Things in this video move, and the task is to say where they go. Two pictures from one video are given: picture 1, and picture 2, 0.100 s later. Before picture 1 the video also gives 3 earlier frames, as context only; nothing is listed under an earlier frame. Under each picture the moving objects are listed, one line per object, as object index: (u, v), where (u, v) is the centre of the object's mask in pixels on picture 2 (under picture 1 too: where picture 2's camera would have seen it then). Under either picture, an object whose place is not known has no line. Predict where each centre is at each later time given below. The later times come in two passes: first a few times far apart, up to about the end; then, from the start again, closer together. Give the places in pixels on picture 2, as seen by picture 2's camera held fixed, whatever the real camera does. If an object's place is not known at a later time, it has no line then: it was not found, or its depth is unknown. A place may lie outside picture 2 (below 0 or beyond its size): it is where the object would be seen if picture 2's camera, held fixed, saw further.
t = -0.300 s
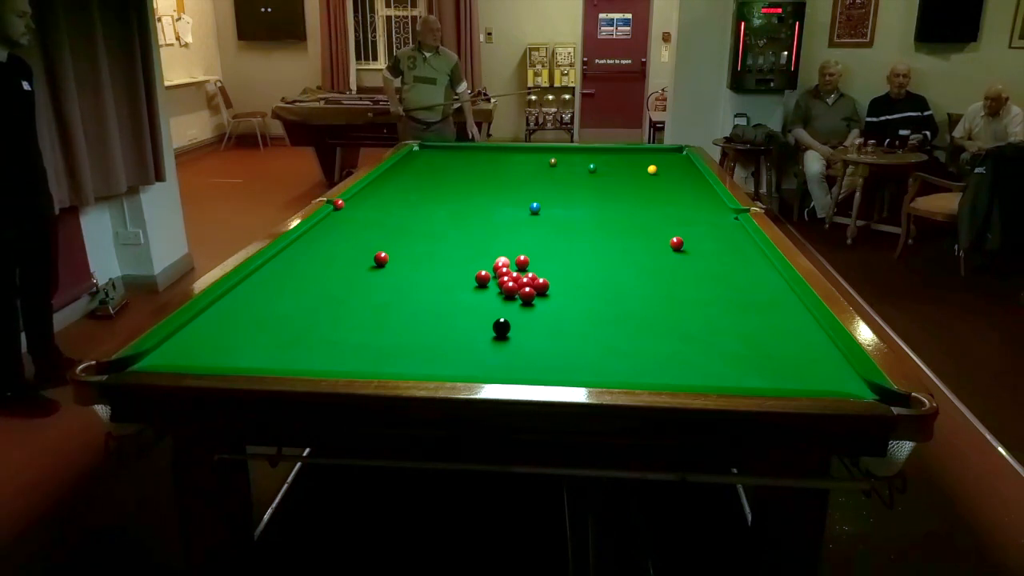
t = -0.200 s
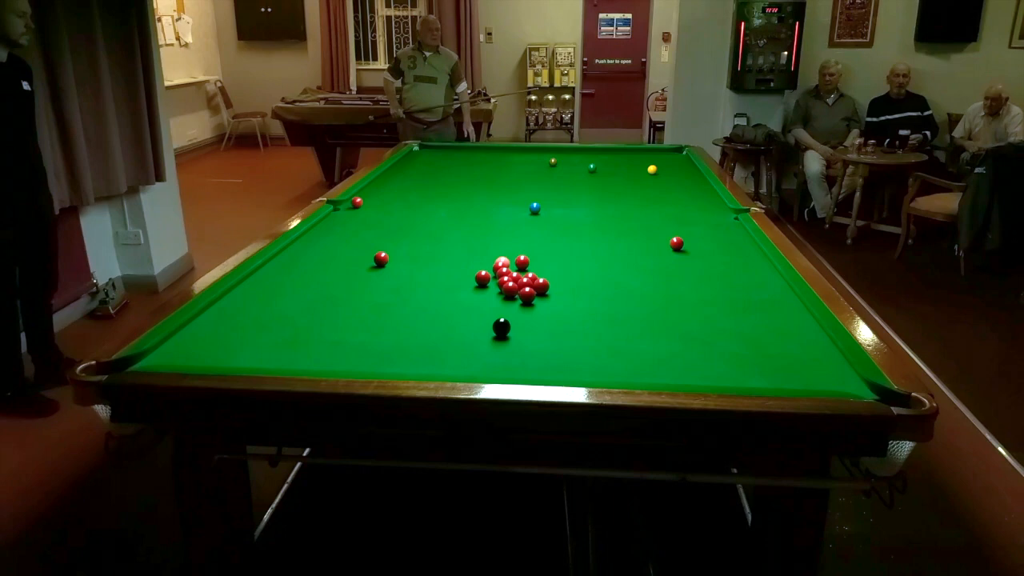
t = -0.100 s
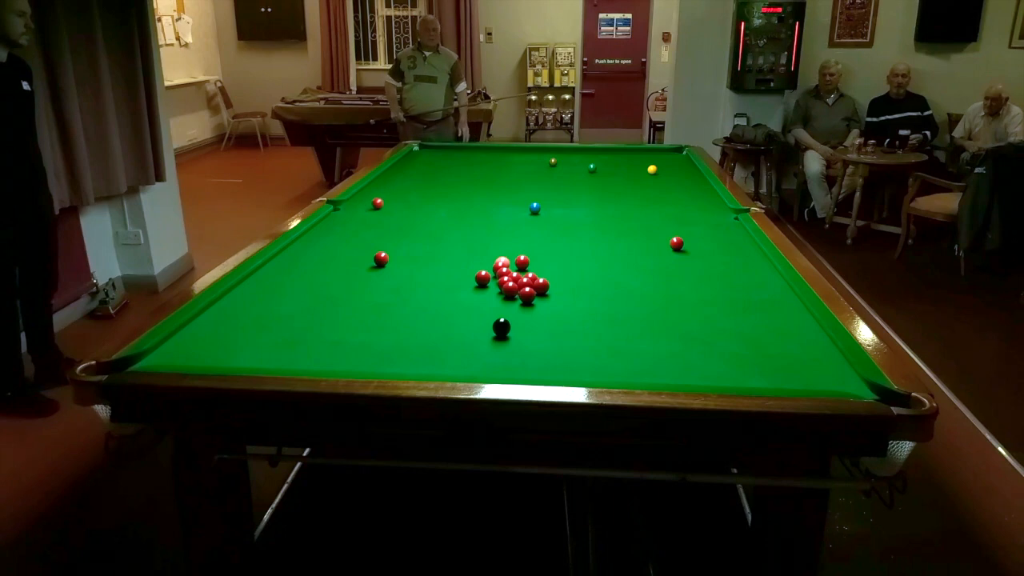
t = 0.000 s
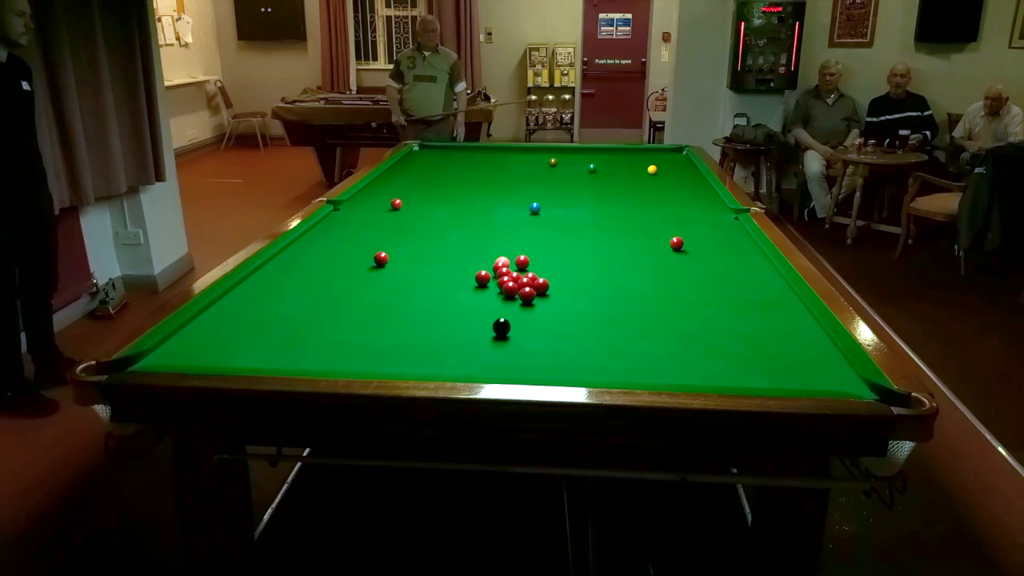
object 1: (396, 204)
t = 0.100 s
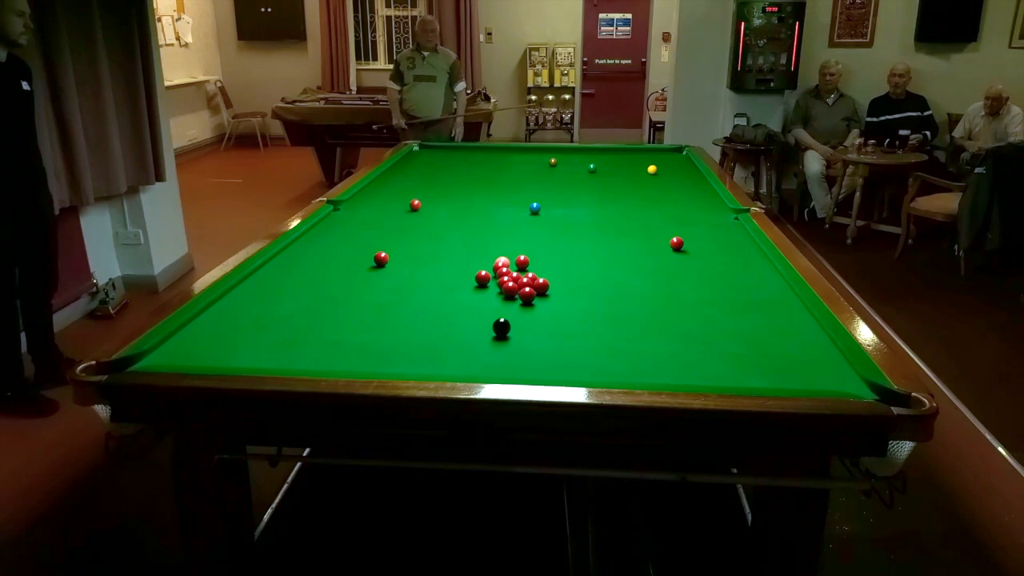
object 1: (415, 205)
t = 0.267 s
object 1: (446, 206)
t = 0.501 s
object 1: (489, 208)
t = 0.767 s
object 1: (531, 211)
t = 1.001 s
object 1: (554, 215)
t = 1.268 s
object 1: (580, 221)
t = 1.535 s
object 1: (607, 226)
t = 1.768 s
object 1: (631, 232)
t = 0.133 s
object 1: (421, 205)
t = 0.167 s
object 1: (428, 205)
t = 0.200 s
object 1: (434, 206)
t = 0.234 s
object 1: (440, 206)
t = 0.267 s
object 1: (446, 206)
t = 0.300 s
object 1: (452, 206)
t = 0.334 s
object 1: (458, 206)
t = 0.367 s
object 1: (464, 207)
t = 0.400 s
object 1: (470, 207)
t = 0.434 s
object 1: (476, 207)
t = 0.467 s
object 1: (482, 208)
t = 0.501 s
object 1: (489, 208)
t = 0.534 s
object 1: (495, 208)
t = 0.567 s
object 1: (501, 208)
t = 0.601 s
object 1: (507, 209)
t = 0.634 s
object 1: (513, 209)
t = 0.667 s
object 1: (519, 209)
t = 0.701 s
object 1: (525, 209)
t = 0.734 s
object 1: (528, 210)
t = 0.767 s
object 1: (531, 211)
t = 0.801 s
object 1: (534, 211)
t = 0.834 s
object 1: (537, 212)
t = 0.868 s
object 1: (541, 213)
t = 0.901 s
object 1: (544, 213)
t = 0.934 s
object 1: (547, 214)
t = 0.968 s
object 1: (550, 215)
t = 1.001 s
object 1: (554, 215)
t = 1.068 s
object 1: (561, 217)
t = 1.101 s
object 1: (564, 217)
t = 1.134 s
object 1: (567, 218)
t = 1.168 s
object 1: (570, 219)
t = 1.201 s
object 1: (574, 219)
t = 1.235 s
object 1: (577, 220)
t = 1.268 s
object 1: (580, 221)
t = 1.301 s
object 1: (584, 222)
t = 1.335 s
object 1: (587, 222)
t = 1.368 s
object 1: (591, 223)
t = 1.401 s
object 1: (594, 224)
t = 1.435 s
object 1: (597, 224)
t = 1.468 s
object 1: (601, 225)
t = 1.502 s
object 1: (604, 226)
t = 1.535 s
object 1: (607, 226)
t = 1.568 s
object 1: (611, 227)
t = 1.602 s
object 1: (614, 228)
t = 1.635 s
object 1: (617, 229)
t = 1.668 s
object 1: (621, 230)
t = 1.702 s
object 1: (624, 230)
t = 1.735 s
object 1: (627, 231)
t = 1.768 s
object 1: (631, 232)
